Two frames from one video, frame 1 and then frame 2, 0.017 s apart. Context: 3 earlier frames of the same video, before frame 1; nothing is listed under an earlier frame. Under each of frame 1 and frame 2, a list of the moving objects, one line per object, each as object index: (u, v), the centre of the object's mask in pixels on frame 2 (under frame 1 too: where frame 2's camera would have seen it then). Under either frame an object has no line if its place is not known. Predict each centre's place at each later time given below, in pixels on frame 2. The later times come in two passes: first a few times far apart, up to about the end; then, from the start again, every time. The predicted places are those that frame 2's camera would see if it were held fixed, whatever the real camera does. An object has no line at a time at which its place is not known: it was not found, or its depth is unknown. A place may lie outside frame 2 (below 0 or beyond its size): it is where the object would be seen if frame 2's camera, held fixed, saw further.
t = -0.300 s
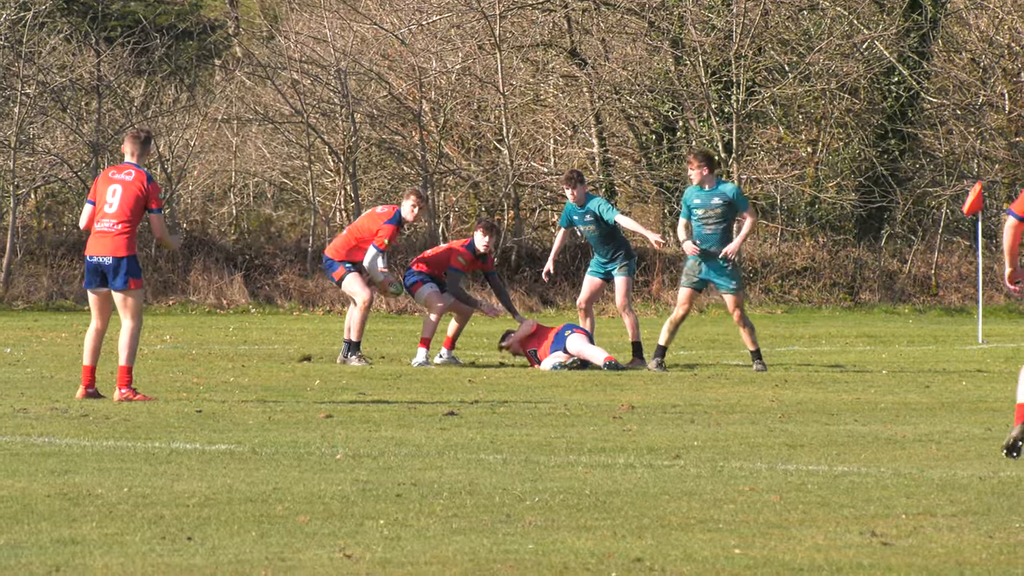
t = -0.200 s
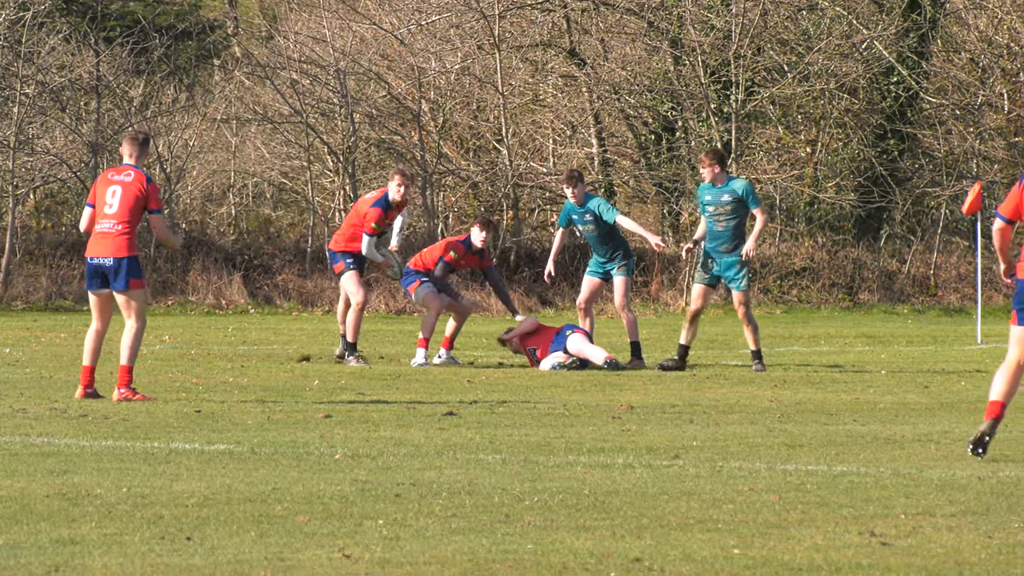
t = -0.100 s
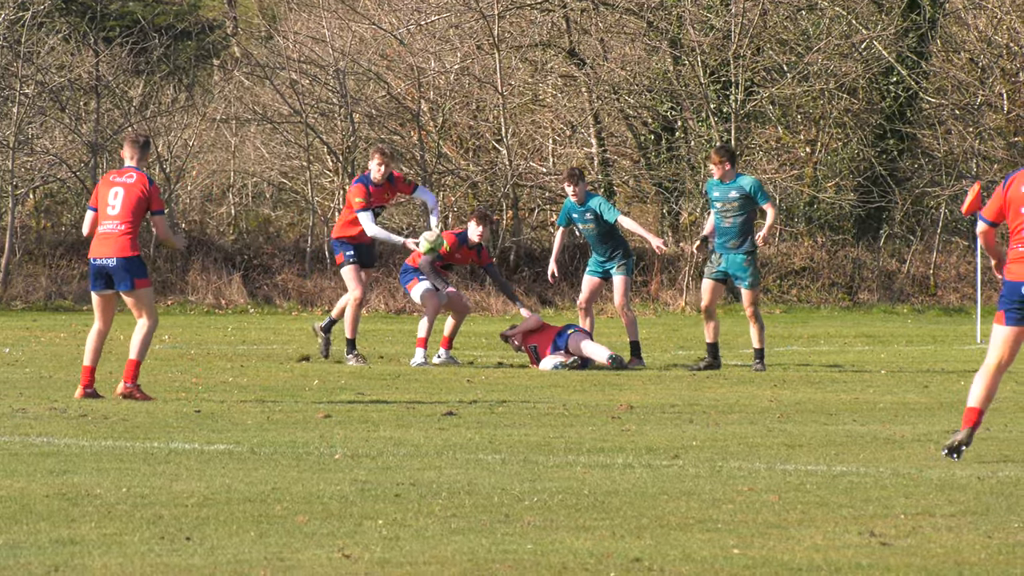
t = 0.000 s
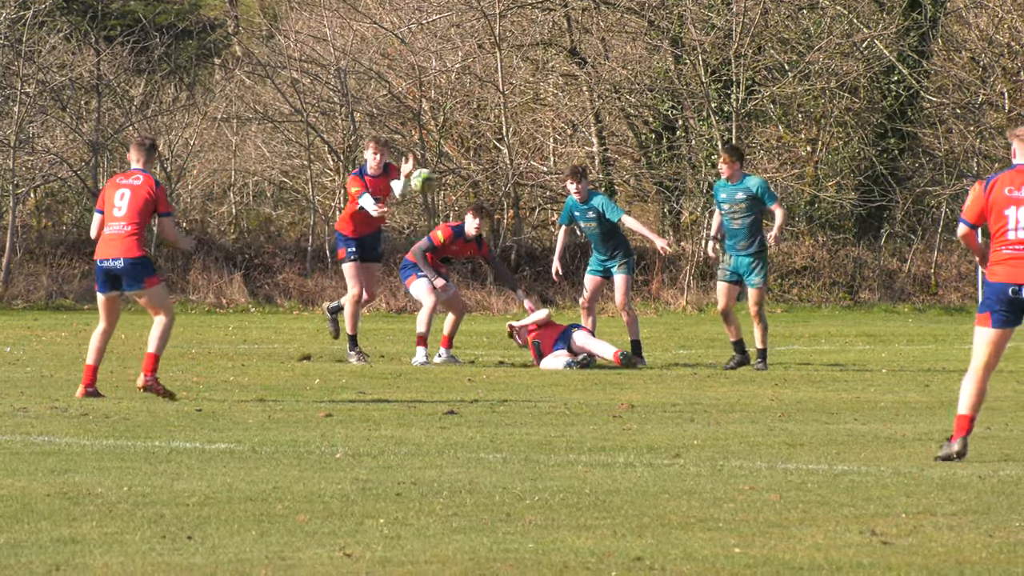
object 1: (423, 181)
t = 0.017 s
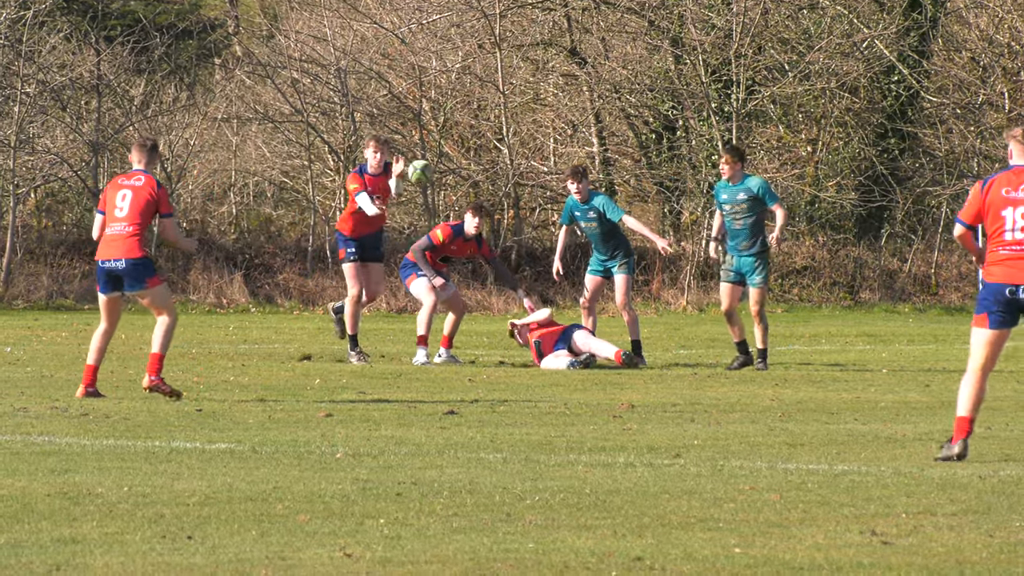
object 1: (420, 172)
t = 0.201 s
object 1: (390, 91)
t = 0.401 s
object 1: (354, 48)
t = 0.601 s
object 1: (308, 54)
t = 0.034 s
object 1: (417, 164)
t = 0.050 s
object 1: (416, 156)
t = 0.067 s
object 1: (413, 148)
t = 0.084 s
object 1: (412, 140)
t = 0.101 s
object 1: (410, 131)
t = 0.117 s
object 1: (406, 123)
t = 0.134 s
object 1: (404, 116)
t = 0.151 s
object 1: (401, 110)
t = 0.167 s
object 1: (397, 102)
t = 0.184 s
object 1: (393, 96)
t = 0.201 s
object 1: (390, 91)
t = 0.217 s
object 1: (389, 87)
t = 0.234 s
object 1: (386, 82)
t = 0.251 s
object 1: (383, 77)
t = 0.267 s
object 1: (381, 71)
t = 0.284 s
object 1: (376, 66)
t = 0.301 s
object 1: (373, 63)
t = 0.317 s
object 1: (369, 59)
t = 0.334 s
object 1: (366, 57)
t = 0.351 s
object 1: (362, 55)
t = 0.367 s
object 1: (360, 53)
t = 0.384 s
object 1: (357, 51)
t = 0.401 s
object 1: (354, 48)
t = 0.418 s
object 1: (350, 46)
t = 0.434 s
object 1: (346, 44)
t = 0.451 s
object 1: (342, 43)
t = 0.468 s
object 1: (338, 43)
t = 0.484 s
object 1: (334, 45)
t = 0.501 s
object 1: (331, 45)
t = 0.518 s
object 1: (328, 46)
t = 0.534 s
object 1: (324, 48)
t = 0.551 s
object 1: (321, 49)
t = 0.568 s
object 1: (317, 50)
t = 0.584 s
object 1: (313, 51)
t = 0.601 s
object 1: (308, 54)
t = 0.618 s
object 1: (303, 57)
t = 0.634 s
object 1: (298, 61)
